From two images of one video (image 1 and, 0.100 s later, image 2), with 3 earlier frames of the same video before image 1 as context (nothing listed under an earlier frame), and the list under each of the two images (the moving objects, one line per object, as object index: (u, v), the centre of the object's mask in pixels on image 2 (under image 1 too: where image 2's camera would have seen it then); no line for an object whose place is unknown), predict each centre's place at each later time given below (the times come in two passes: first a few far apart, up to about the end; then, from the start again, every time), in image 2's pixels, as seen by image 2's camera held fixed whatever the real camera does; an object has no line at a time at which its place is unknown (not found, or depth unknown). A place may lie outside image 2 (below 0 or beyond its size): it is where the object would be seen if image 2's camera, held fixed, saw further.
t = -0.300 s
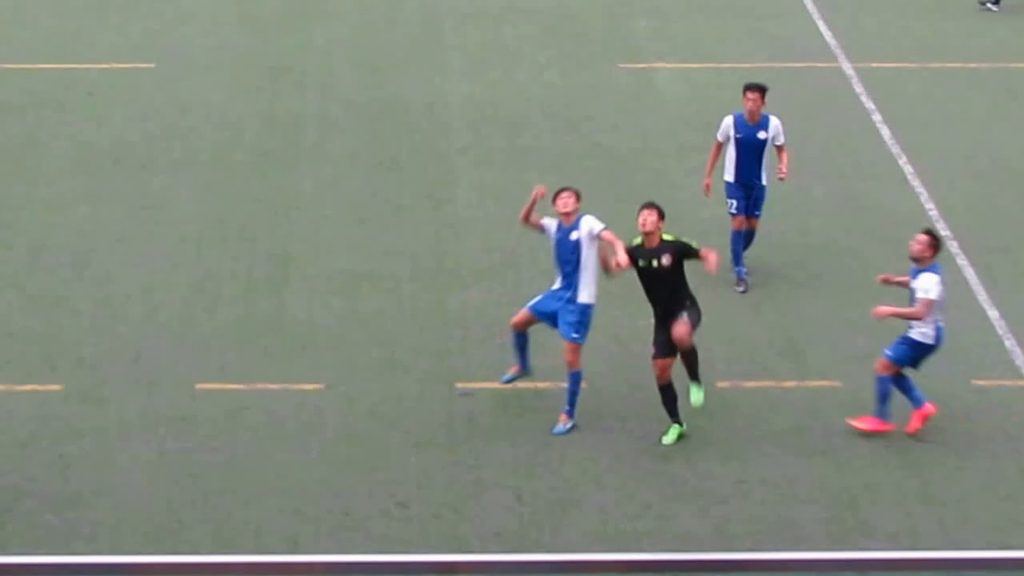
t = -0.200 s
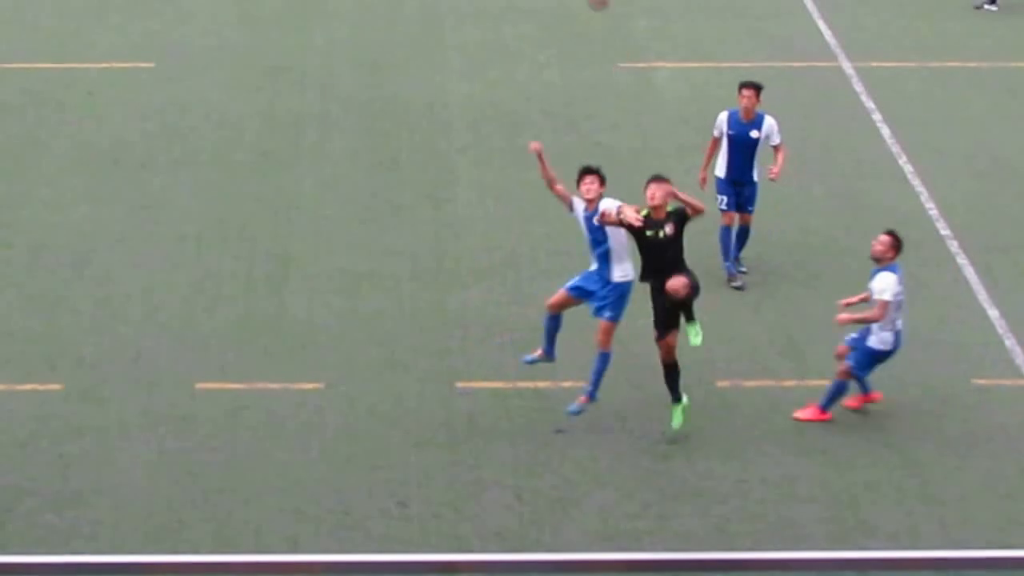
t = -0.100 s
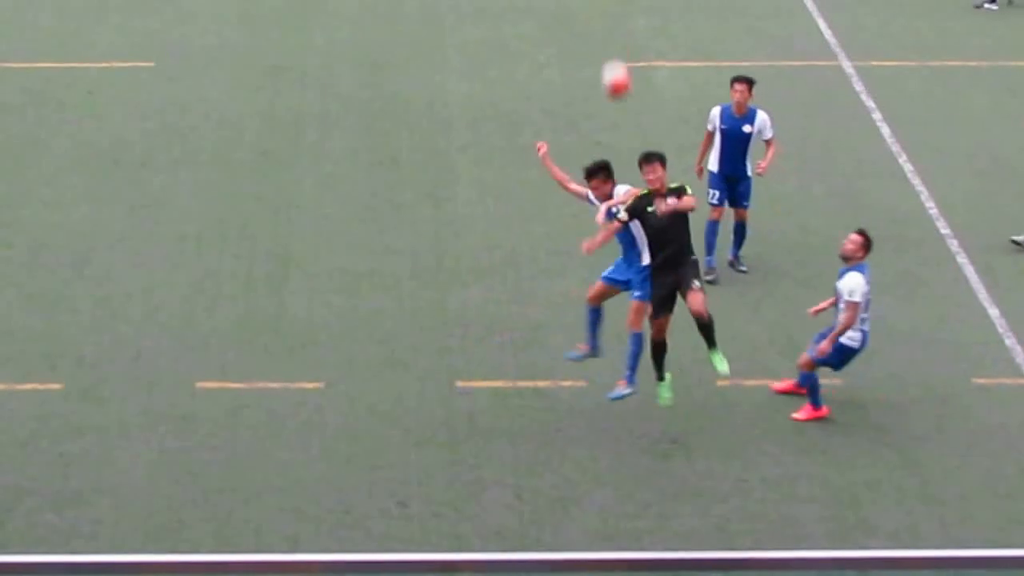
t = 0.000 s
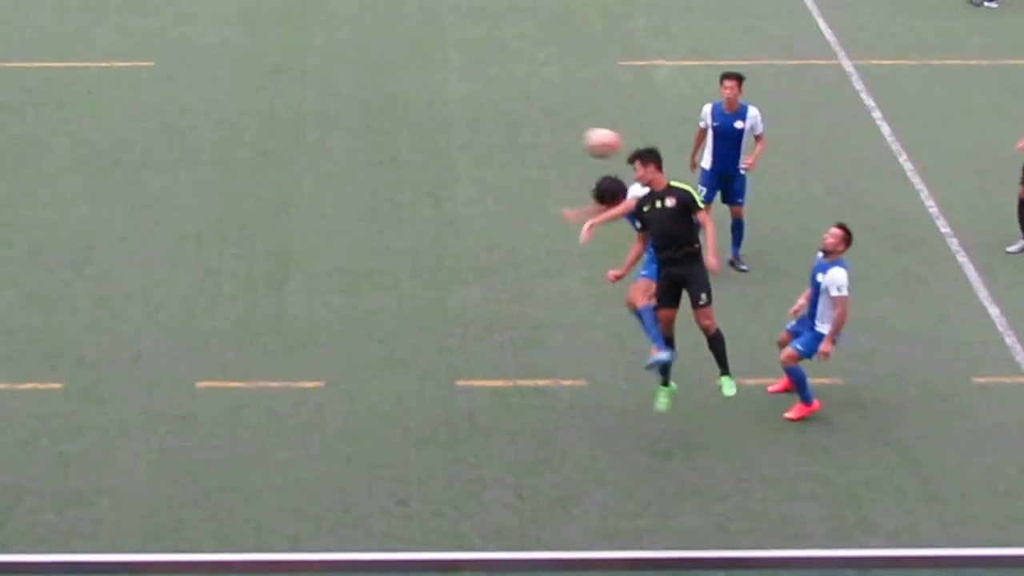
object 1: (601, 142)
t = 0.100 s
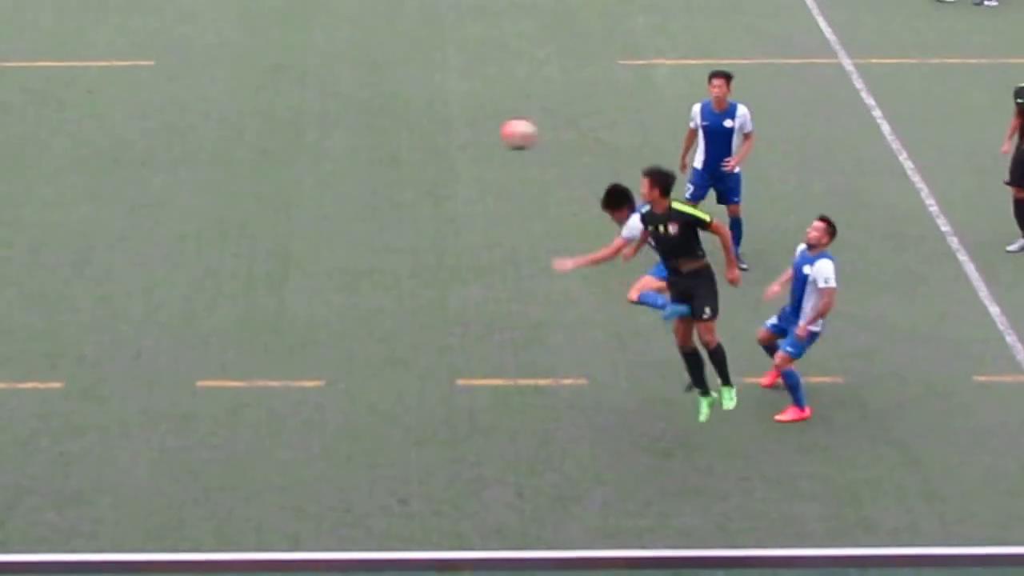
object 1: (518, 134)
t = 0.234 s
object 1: (412, 144)
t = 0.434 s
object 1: (265, 200)
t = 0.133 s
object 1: (491, 134)
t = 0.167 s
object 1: (463, 137)
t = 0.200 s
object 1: (438, 139)
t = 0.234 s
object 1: (412, 144)
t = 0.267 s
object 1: (384, 150)
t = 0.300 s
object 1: (359, 158)
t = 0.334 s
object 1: (335, 167)
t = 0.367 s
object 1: (311, 177)
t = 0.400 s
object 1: (286, 188)
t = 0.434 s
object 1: (265, 200)
